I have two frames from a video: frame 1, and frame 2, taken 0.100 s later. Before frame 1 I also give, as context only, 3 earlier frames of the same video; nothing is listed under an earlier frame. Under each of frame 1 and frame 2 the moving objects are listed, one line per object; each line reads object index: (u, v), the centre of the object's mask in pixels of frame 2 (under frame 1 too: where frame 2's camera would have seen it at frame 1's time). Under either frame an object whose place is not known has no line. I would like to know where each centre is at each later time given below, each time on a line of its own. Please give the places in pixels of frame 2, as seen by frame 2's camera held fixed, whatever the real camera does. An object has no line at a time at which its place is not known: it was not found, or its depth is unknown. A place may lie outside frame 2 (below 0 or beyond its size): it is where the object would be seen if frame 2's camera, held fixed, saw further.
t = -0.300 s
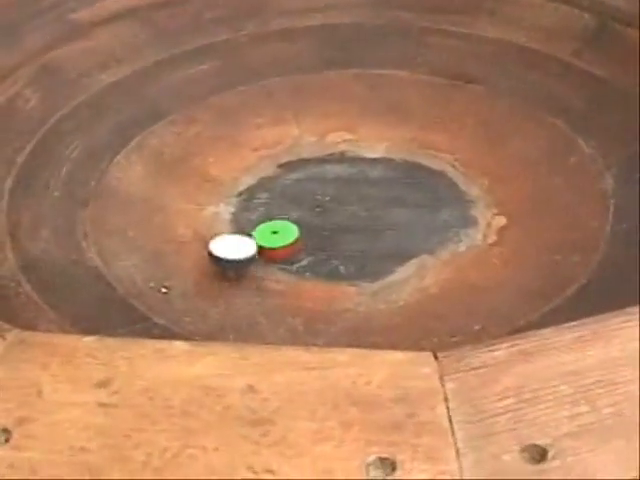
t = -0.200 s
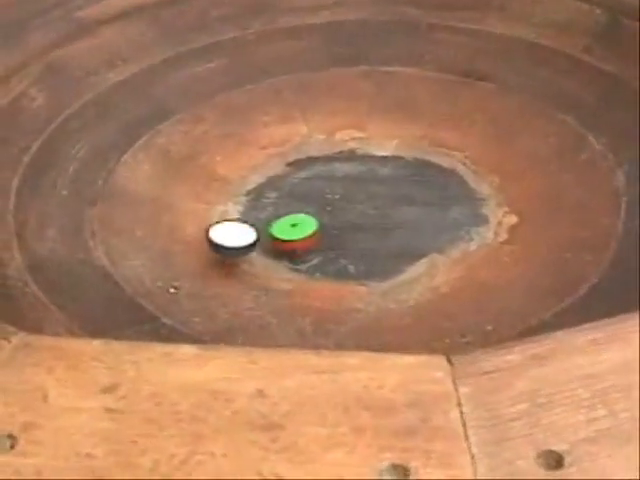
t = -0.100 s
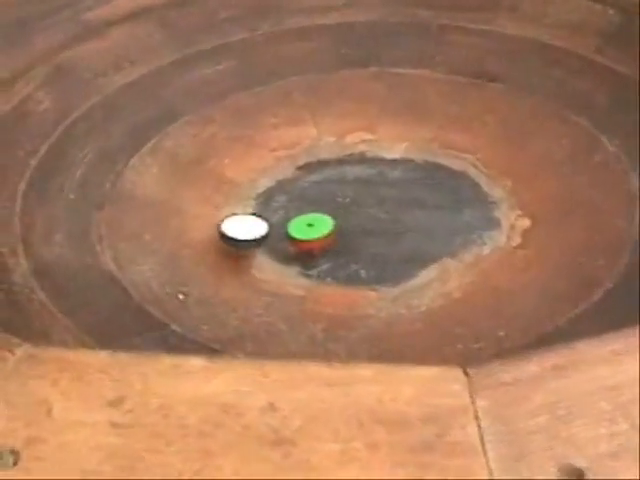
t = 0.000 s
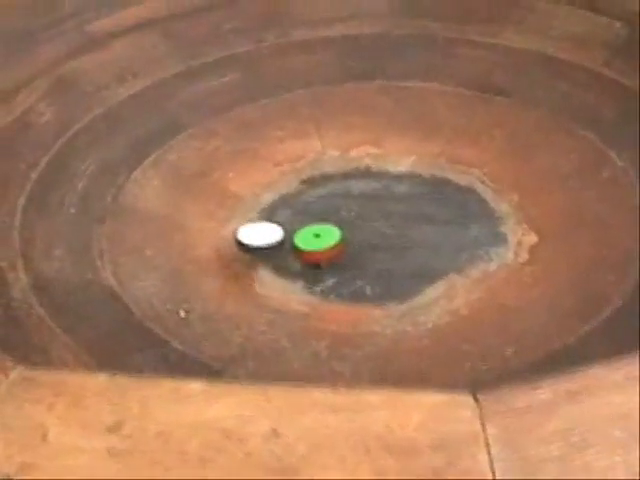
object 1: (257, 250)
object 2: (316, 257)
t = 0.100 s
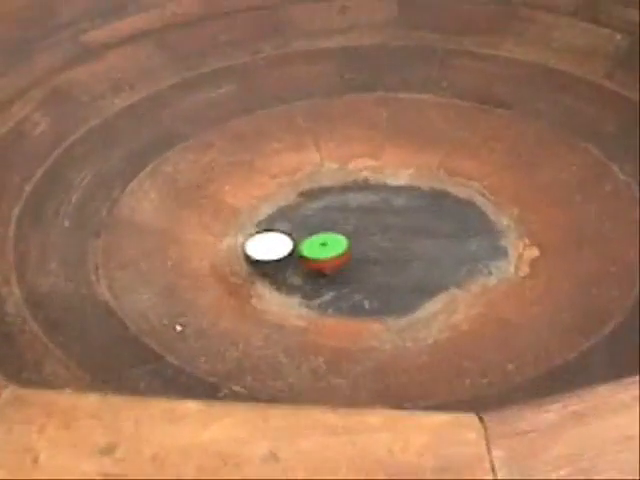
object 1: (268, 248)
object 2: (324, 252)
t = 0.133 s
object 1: (270, 248)
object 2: (327, 250)
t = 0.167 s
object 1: (271, 248)
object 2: (329, 248)
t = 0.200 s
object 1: (272, 248)
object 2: (331, 247)
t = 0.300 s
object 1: (276, 249)
